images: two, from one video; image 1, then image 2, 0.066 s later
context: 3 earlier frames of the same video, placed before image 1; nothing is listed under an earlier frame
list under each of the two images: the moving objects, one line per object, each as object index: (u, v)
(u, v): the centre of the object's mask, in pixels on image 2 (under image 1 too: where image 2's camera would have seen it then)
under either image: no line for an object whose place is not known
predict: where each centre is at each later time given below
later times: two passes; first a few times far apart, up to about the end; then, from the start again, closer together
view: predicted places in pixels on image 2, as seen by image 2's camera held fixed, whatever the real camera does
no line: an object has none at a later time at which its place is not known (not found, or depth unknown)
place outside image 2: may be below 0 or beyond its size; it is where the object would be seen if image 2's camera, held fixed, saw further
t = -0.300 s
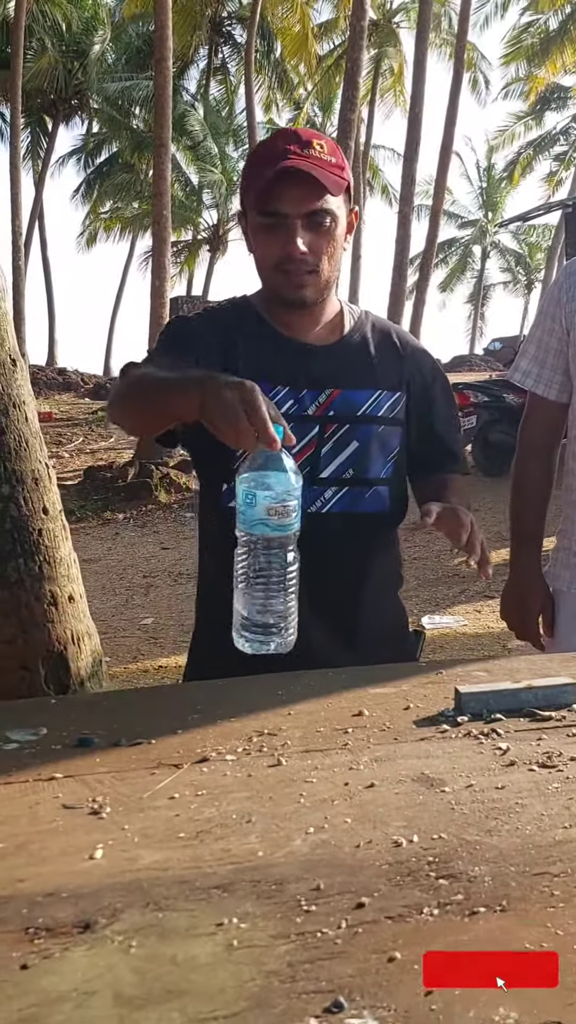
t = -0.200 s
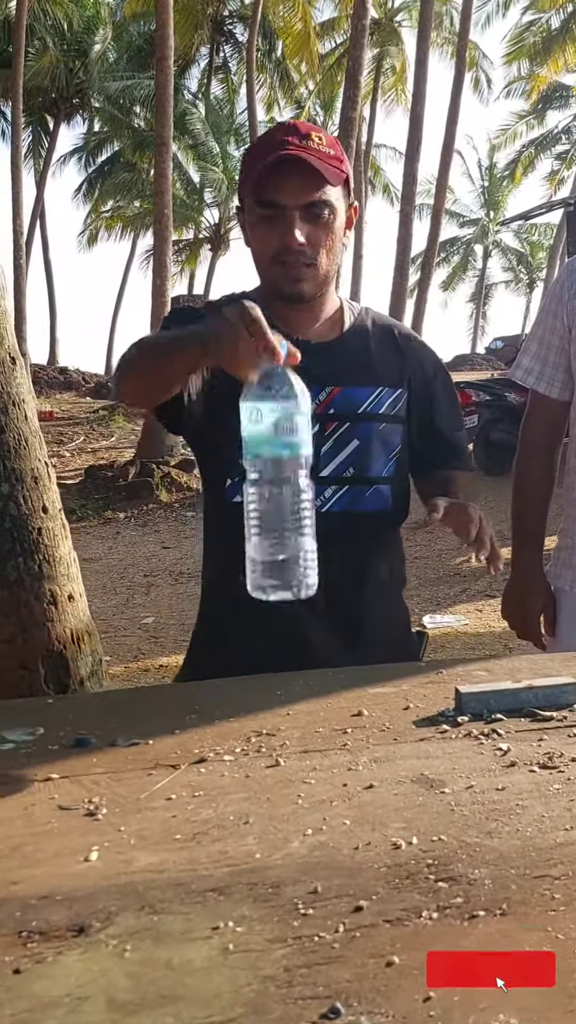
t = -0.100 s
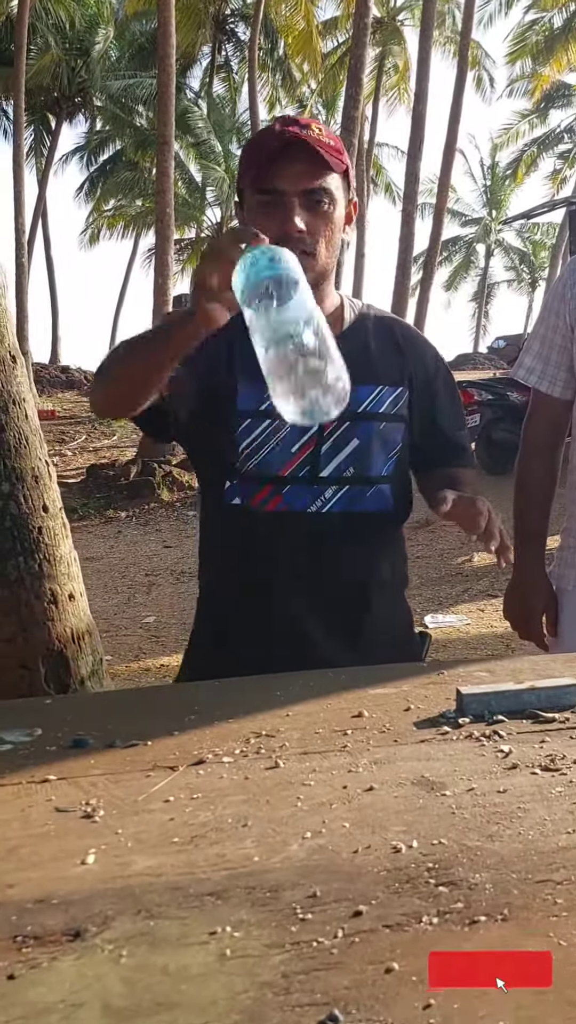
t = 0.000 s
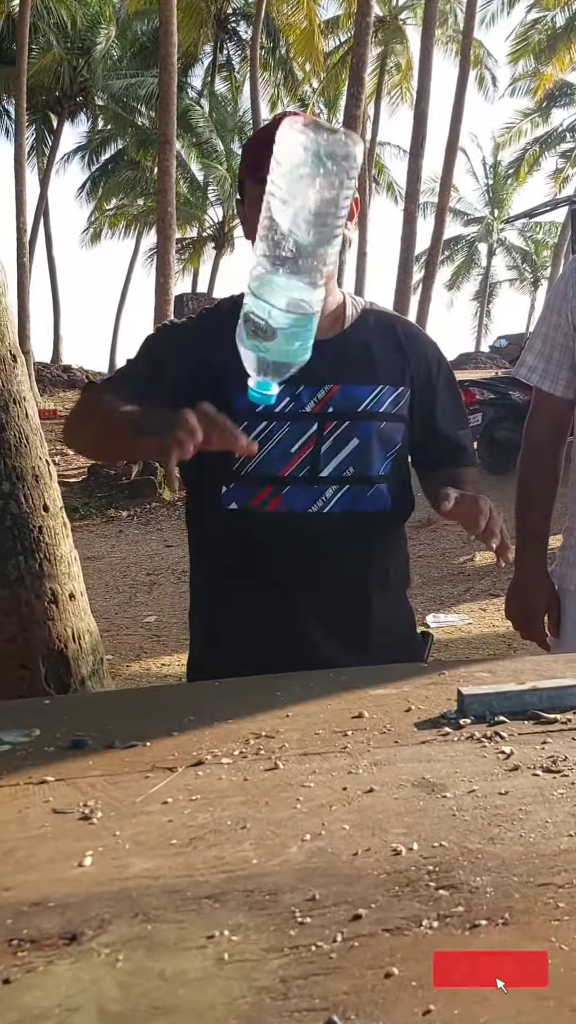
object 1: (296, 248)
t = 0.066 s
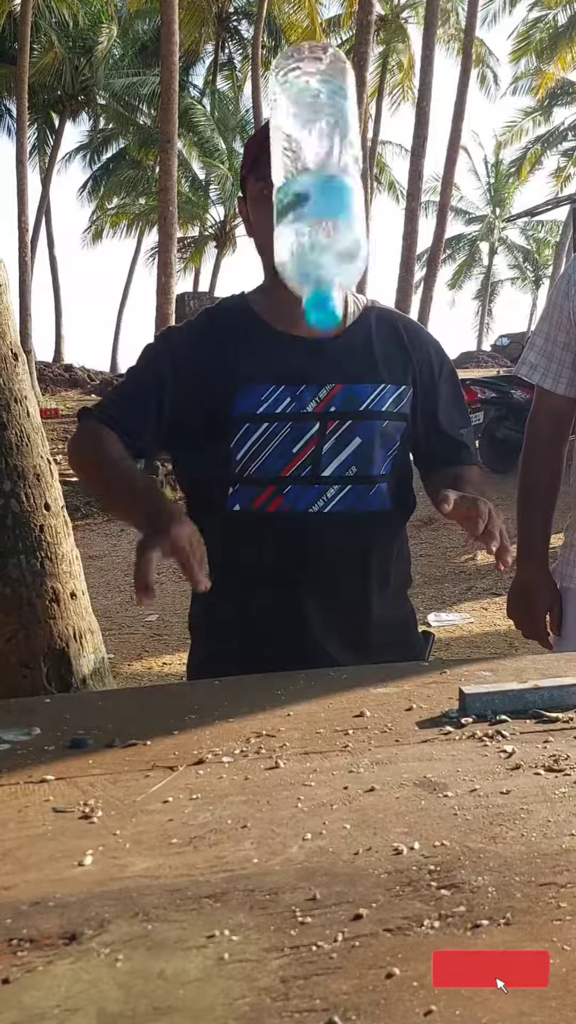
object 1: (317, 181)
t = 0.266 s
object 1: (339, 188)
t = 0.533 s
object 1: (302, 667)
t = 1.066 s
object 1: (281, 669)
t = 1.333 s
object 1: (284, 668)
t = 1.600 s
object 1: (280, 670)
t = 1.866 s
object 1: (285, 669)
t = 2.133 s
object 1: (283, 670)
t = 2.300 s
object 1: (284, 670)
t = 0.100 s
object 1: (325, 131)
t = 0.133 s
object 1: (332, 89)
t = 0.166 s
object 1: (333, 94)
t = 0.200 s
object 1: (333, 115)
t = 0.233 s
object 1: (336, 144)
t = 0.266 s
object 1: (339, 188)
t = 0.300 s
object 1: (339, 256)
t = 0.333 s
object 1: (338, 343)
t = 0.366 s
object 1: (336, 445)
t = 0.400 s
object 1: (334, 560)
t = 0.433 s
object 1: (331, 672)
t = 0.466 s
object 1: (327, 664)
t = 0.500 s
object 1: (315, 667)
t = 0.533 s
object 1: (302, 667)
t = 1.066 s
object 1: (281, 669)
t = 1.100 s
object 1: (287, 667)
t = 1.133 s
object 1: (286, 667)
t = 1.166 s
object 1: (282, 668)
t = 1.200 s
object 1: (279, 669)
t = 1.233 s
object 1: (280, 669)
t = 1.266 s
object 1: (283, 669)
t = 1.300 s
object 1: (286, 668)
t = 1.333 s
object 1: (284, 668)
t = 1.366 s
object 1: (280, 669)
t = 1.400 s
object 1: (279, 669)
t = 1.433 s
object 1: (279, 669)
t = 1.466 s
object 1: (283, 669)
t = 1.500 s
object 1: (285, 669)
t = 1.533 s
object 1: (284, 669)
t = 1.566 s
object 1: (281, 669)
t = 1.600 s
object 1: (280, 670)
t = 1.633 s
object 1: (281, 670)
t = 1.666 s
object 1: (284, 670)
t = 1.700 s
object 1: (285, 669)
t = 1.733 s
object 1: (283, 670)
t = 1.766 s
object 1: (281, 670)
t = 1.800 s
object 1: (282, 670)
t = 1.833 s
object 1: (284, 670)
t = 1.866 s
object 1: (285, 669)
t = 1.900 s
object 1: (283, 670)
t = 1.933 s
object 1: (281, 670)
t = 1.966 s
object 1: (282, 671)
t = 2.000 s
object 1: (284, 670)
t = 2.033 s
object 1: (283, 670)
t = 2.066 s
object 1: (281, 671)
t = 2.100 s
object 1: (281, 671)
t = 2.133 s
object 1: (283, 670)
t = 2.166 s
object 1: (284, 670)
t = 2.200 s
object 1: (283, 671)
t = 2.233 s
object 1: (282, 671)
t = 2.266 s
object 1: (283, 671)
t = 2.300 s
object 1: (284, 670)
